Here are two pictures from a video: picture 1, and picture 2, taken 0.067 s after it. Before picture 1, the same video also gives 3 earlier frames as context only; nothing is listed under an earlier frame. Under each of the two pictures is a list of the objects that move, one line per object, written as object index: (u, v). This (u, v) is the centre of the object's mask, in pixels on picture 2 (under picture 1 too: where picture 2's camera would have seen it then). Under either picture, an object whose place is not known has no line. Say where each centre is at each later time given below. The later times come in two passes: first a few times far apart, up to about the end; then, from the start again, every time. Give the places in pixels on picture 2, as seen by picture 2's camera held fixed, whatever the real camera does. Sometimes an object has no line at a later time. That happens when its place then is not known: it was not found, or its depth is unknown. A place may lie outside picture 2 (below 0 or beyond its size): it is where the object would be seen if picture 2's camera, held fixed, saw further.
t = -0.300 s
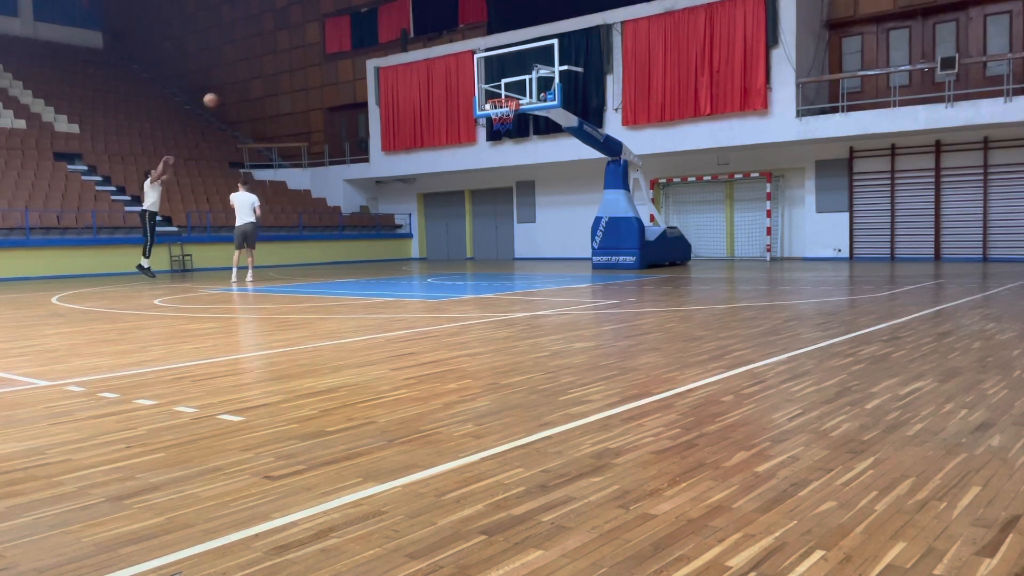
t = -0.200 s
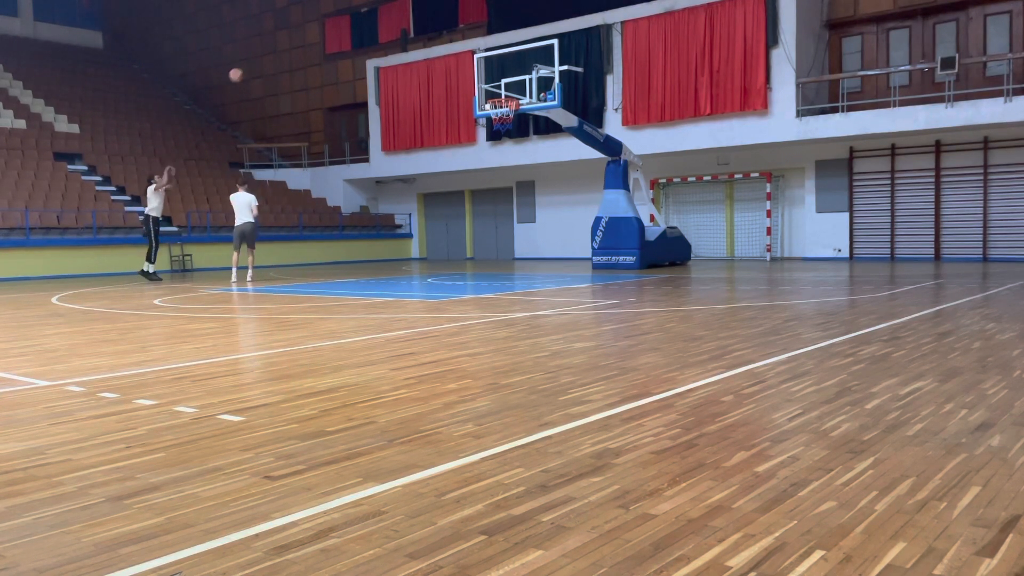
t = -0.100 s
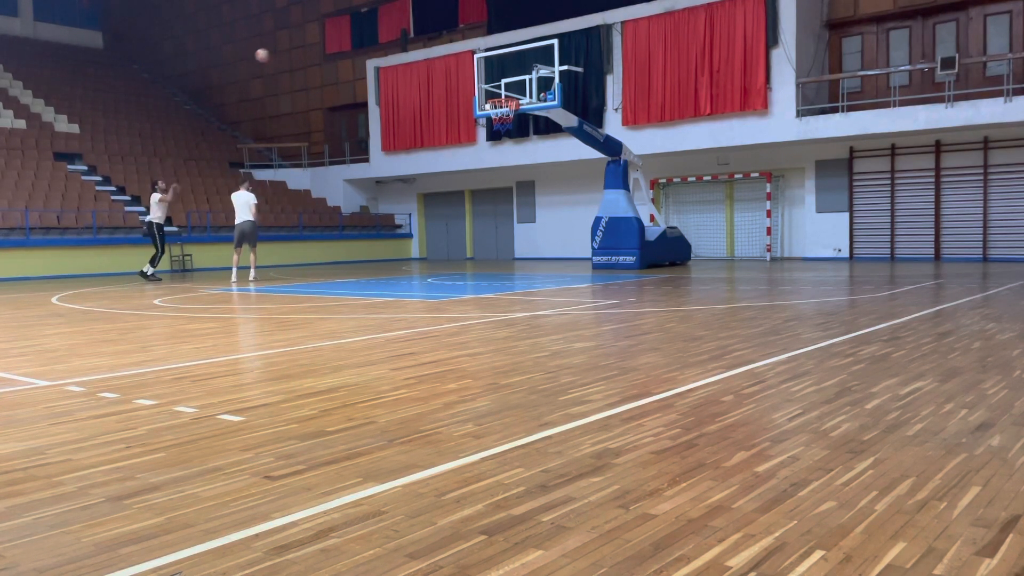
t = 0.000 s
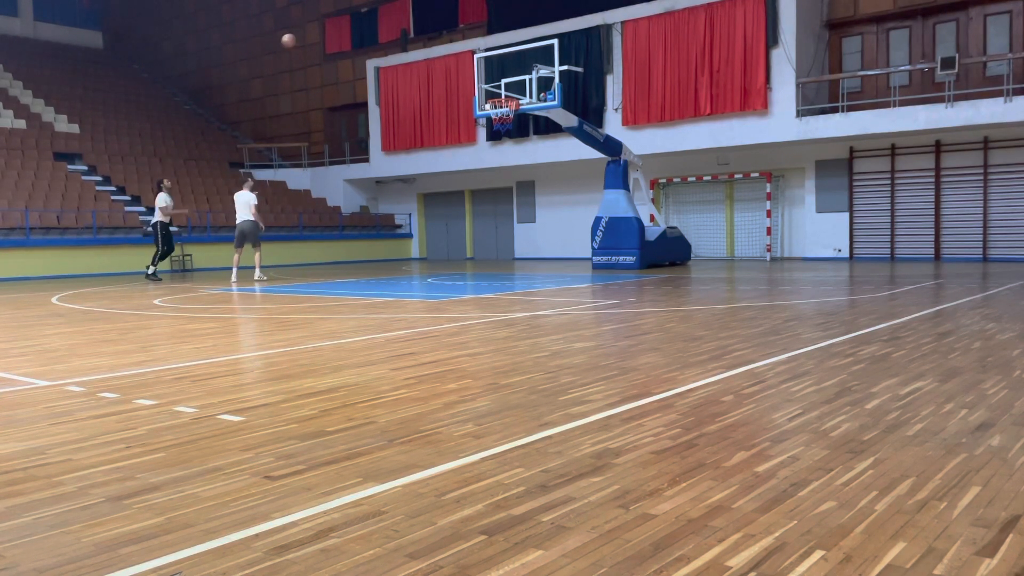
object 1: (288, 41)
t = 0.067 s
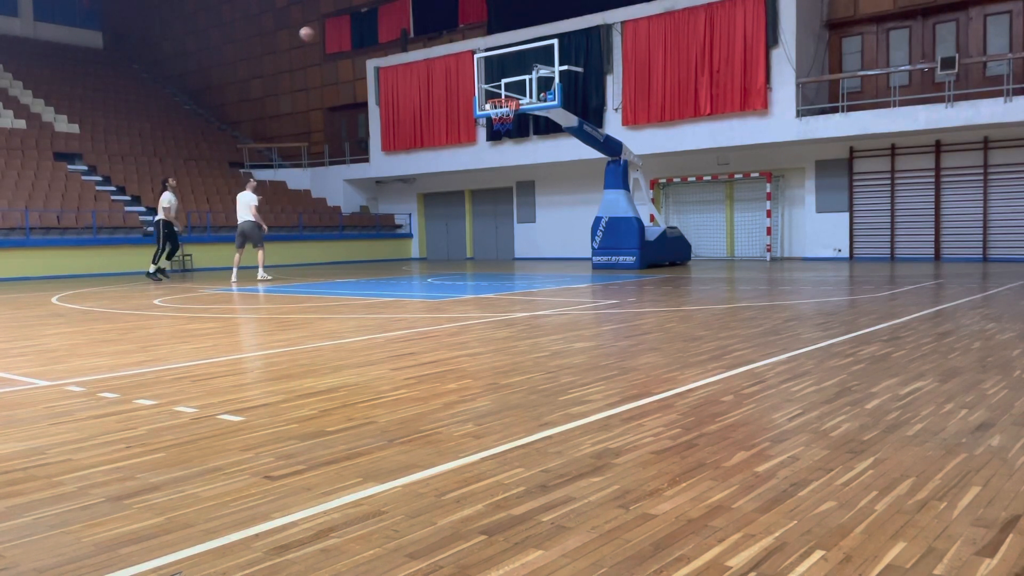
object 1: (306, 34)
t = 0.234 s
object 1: (352, 26)
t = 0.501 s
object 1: (428, 46)
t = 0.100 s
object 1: (315, 31)
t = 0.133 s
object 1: (324, 29)
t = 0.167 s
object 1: (333, 27)
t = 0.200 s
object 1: (342, 26)
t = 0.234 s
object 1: (352, 26)
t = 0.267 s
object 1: (361, 27)
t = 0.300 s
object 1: (370, 28)
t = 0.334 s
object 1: (380, 29)
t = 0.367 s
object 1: (390, 31)
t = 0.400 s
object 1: (399, 34)
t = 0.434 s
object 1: (408, 37)
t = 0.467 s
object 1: (418, 42)
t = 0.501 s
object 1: (428, 46)
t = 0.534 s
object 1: (438, 51)
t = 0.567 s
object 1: (448, 58)
